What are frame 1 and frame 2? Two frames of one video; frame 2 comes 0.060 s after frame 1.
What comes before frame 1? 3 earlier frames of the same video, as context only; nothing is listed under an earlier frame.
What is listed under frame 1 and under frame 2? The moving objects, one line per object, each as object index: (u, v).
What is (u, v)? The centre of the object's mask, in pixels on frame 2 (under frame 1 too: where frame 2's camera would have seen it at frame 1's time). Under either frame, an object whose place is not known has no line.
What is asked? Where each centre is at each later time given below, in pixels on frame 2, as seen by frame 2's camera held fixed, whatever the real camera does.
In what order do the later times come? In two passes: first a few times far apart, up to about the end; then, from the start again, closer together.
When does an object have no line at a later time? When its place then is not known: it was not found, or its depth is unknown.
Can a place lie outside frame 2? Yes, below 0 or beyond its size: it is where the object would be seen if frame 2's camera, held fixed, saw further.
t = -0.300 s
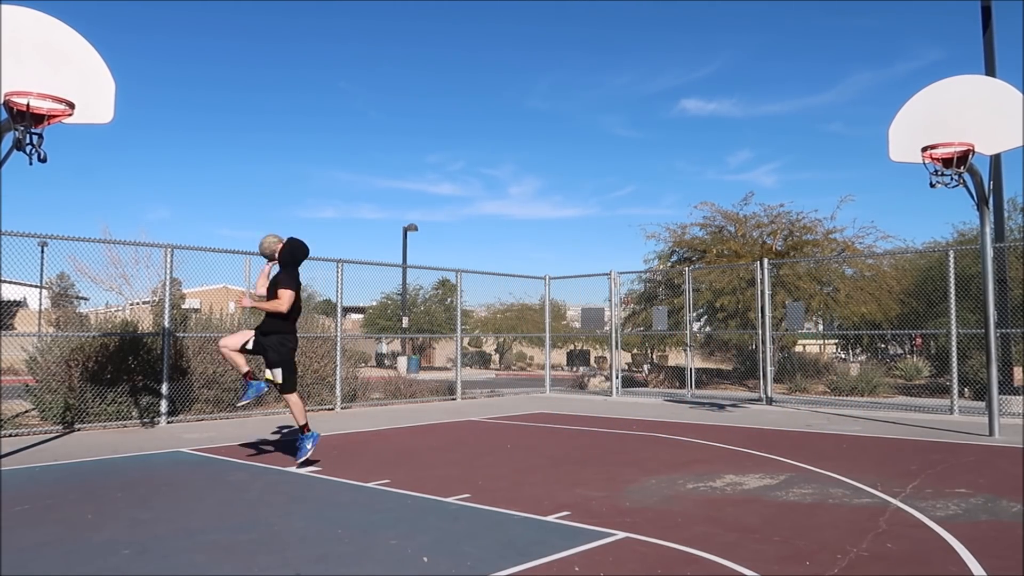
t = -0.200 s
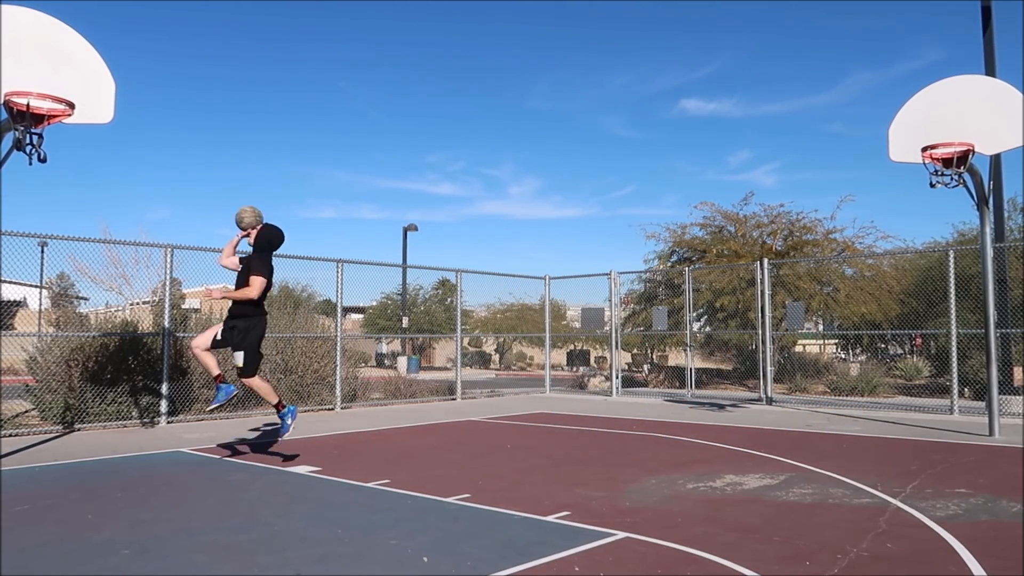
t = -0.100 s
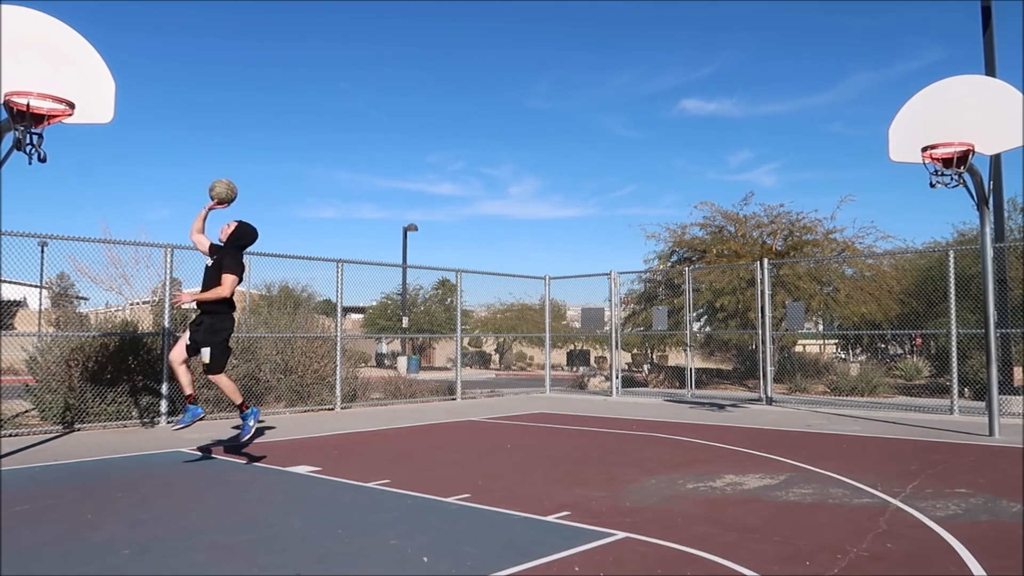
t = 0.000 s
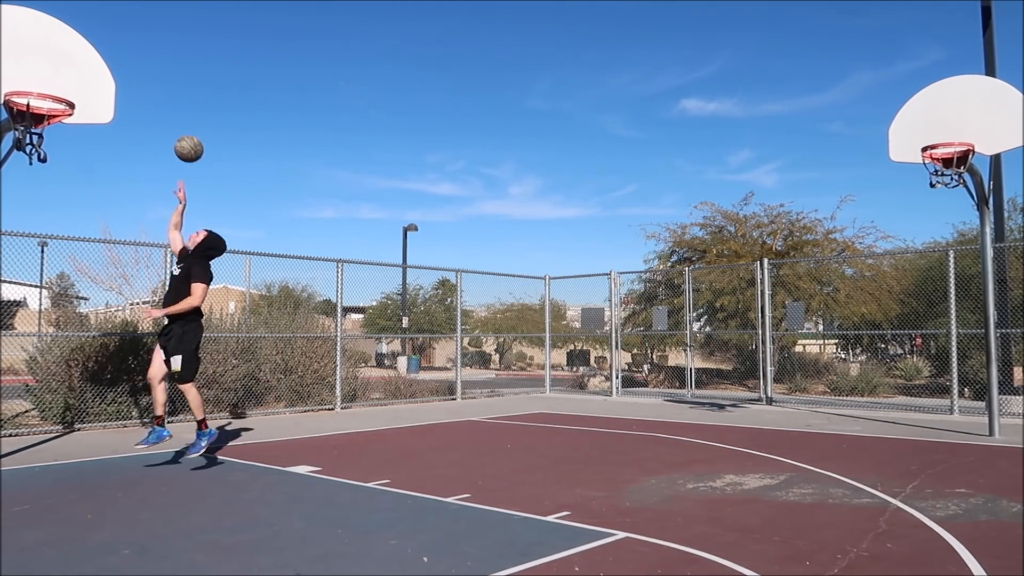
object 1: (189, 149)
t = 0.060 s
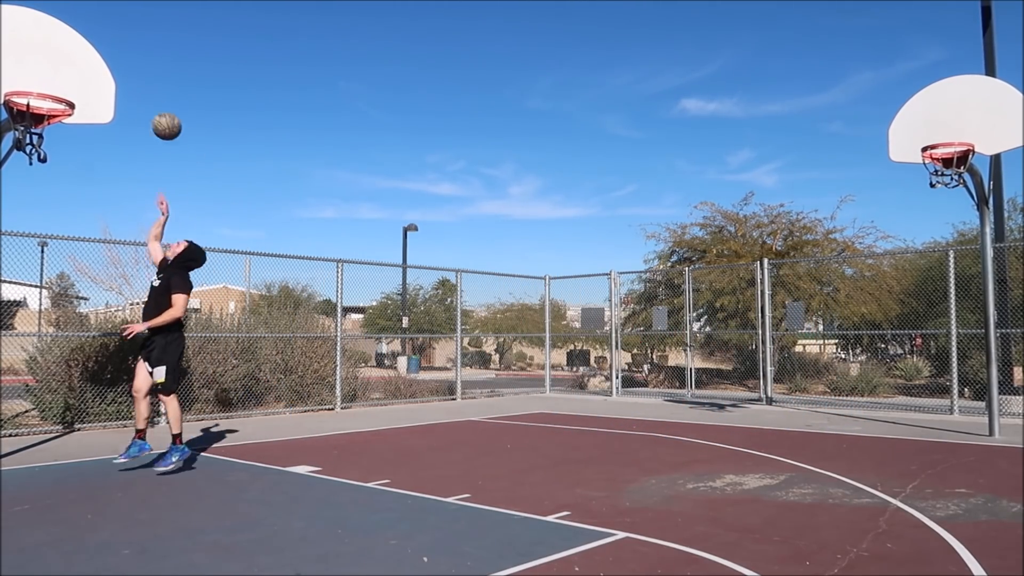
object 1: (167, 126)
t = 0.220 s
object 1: (107, 85)
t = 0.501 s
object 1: (59, 87)
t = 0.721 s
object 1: (18, 128)
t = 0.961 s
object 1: (29, 135)
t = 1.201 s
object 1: (45, 136)
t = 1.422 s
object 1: (33, 149)
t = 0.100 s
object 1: (152, 113)
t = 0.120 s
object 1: (144, 107)
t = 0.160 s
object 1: (129, 97)
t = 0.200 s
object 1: (114, 89)
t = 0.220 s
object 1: (107, 85)
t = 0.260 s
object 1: (98, 80)
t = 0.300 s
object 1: (92, 77)
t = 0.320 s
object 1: (89, 76)
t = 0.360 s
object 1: (82, 76)
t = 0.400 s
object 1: (76, 77)
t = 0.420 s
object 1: (72, 79)
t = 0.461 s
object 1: (66, 83)
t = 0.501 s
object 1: (59, 87)
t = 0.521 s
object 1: (56, 89)
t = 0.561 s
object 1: (46, 102)
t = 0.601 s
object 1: (36, 111)
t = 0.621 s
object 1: (32, 114)
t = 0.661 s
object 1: (26, 120)
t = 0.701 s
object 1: (20, 126)
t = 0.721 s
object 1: (18, 128)
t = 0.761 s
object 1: (17, 128)
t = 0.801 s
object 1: (17, 129)
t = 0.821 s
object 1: (18, 130)
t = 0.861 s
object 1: (20, 132)
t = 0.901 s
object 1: (24, 133)
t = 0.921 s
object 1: (26, 133)
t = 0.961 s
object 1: (29, 135)
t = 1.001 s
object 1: (33, 135)
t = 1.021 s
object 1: (34, 135)
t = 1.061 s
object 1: (38, 136)
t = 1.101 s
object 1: (41, 136)
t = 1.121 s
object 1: (42, 136)
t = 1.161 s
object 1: (44, 136)
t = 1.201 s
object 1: (45, 136)
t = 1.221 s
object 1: (44, 136)
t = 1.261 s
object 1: (44, 137)
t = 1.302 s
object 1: (43, 138)
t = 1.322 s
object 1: (41, 138)
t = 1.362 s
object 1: (38, 140)
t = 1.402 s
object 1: (36, 143)
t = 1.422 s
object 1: (33, 149)
